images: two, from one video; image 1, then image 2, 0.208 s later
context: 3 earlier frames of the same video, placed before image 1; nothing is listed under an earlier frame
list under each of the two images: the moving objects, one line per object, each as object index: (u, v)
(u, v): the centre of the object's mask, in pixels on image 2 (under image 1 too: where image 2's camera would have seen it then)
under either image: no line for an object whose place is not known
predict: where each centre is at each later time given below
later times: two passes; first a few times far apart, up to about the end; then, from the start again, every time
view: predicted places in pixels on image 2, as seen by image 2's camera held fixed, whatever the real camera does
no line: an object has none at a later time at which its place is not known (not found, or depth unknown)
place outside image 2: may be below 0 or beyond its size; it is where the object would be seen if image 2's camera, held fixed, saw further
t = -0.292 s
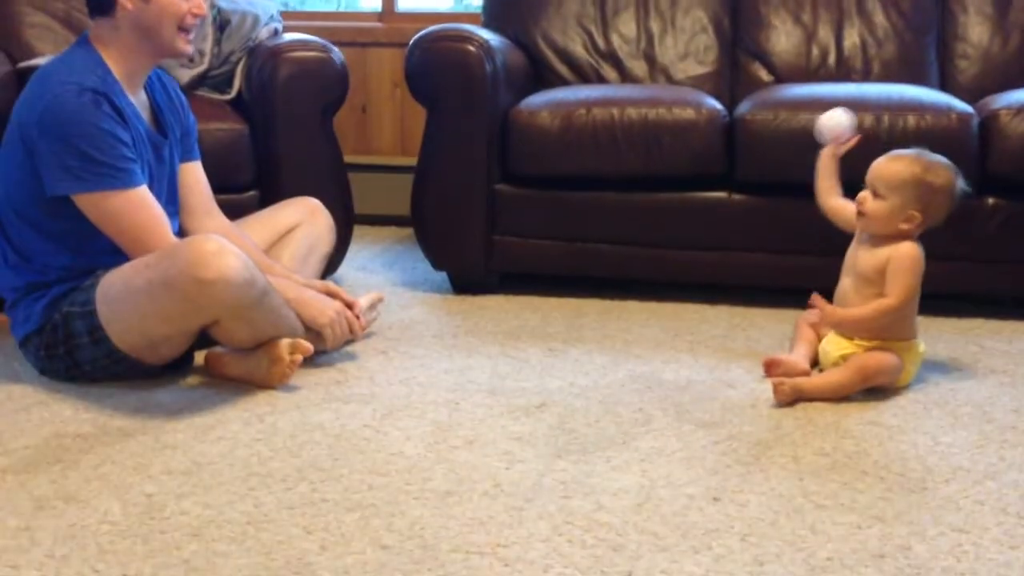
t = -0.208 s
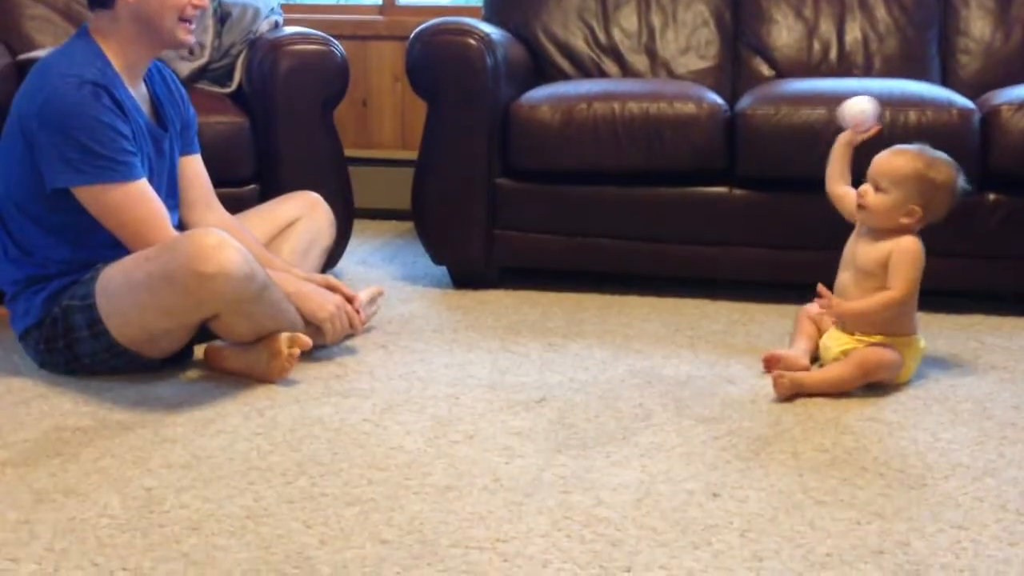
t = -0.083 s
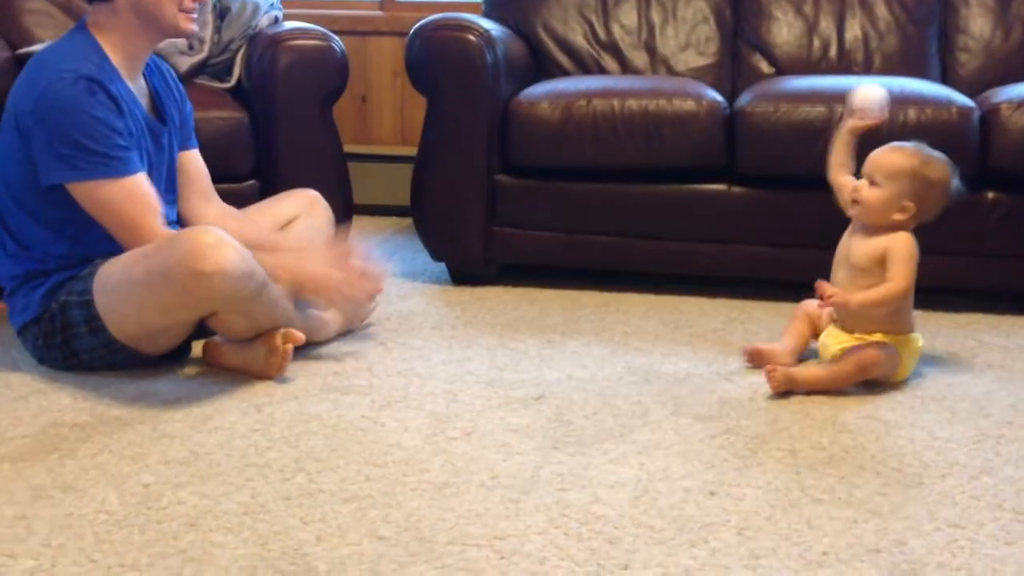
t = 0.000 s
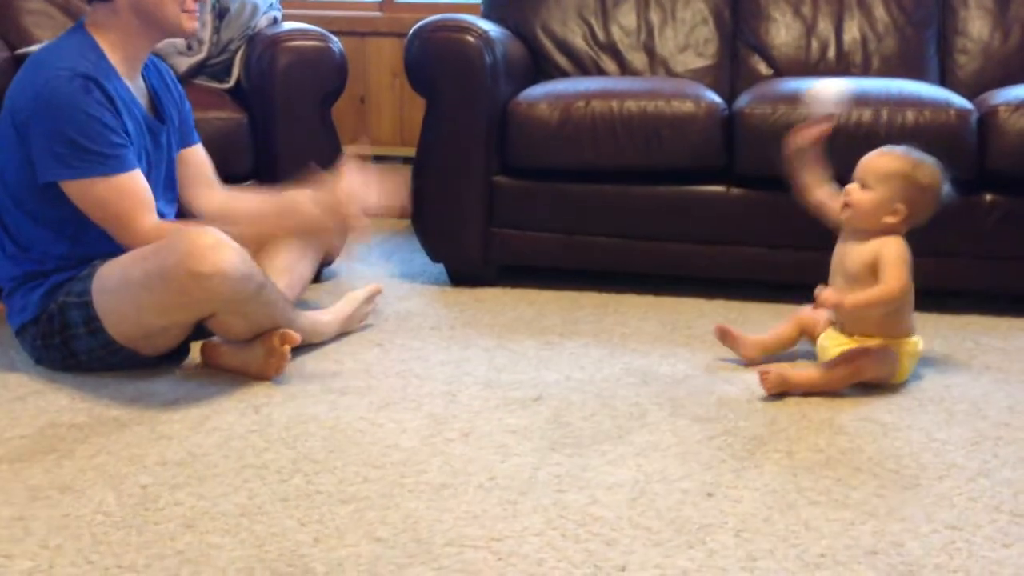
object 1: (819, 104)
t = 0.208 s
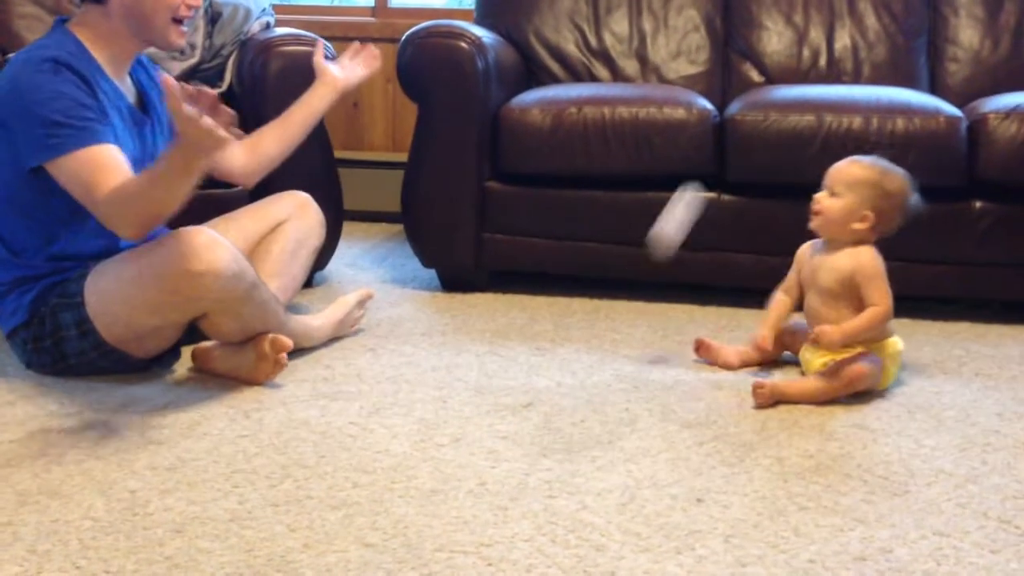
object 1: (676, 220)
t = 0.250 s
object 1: (648, 266)
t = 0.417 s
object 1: (596, 295)
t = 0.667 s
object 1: (570, 353)
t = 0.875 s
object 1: (524, 349)
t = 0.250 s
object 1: (648, 266)
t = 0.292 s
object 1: (617, 322)
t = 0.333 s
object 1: (603, 335)
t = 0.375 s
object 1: (600, 309)
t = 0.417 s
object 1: (596, 295)
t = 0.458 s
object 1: (592, 287)
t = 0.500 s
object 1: (589, 286)
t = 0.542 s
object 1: (585, 290)
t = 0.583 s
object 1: (582, 305)
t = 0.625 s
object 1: (577, 326)
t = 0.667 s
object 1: (570, 353)
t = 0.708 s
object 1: (562, 339)
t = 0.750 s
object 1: (552, 336)
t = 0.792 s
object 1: (543, 340)
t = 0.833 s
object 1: (533, 351)
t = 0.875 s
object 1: (524, 349)
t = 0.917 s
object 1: (515, 350)
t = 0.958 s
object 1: (507, 350)
